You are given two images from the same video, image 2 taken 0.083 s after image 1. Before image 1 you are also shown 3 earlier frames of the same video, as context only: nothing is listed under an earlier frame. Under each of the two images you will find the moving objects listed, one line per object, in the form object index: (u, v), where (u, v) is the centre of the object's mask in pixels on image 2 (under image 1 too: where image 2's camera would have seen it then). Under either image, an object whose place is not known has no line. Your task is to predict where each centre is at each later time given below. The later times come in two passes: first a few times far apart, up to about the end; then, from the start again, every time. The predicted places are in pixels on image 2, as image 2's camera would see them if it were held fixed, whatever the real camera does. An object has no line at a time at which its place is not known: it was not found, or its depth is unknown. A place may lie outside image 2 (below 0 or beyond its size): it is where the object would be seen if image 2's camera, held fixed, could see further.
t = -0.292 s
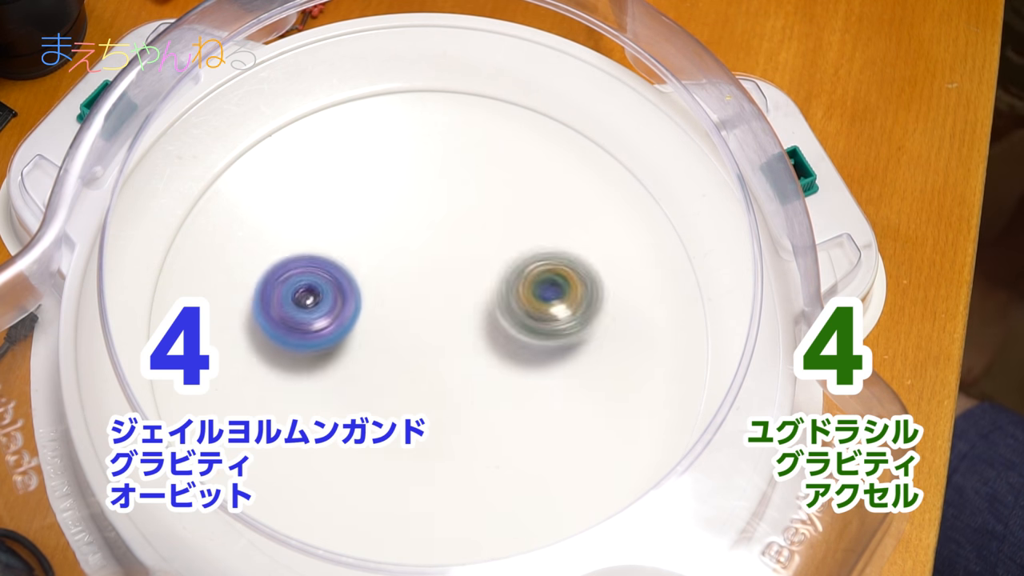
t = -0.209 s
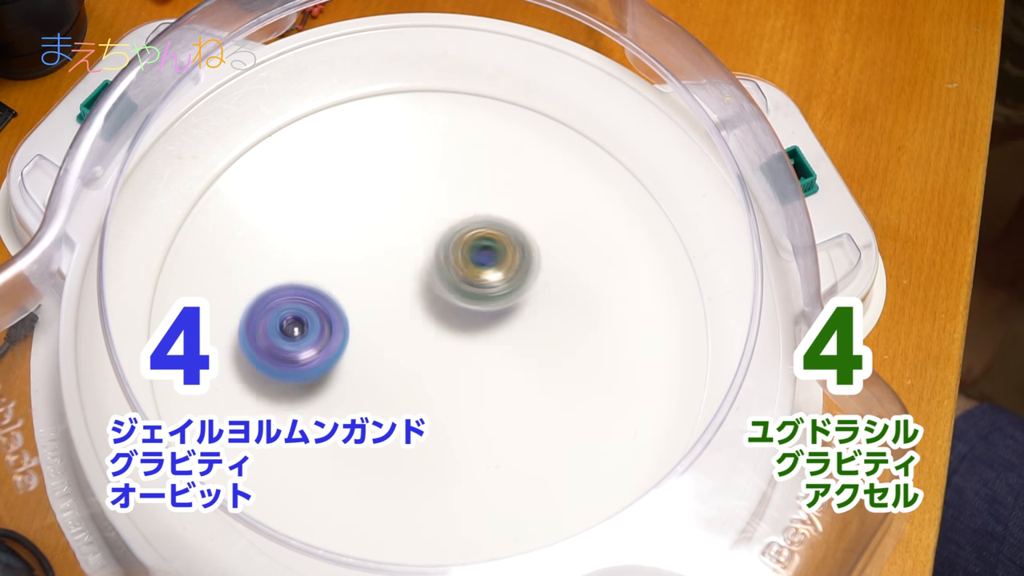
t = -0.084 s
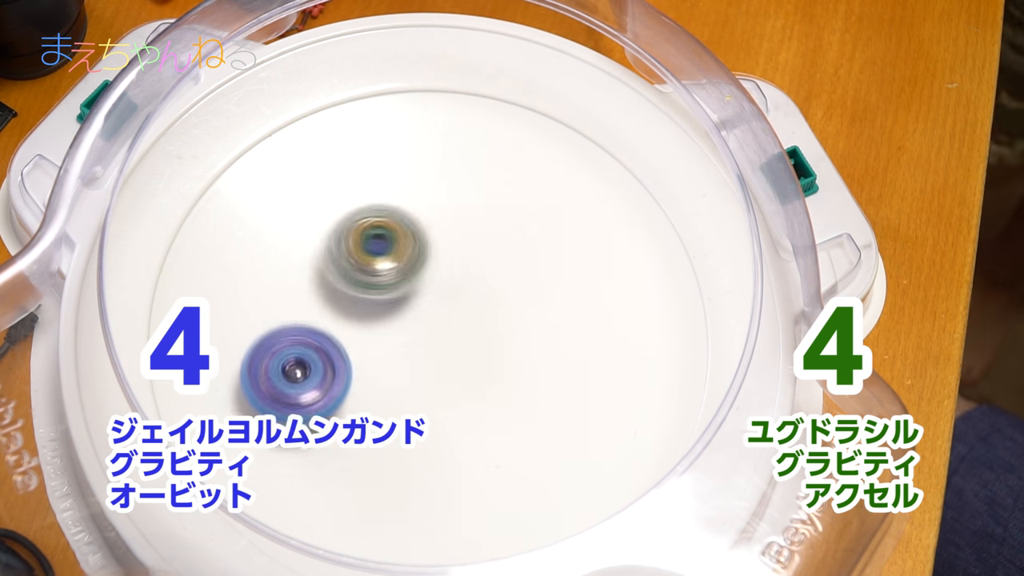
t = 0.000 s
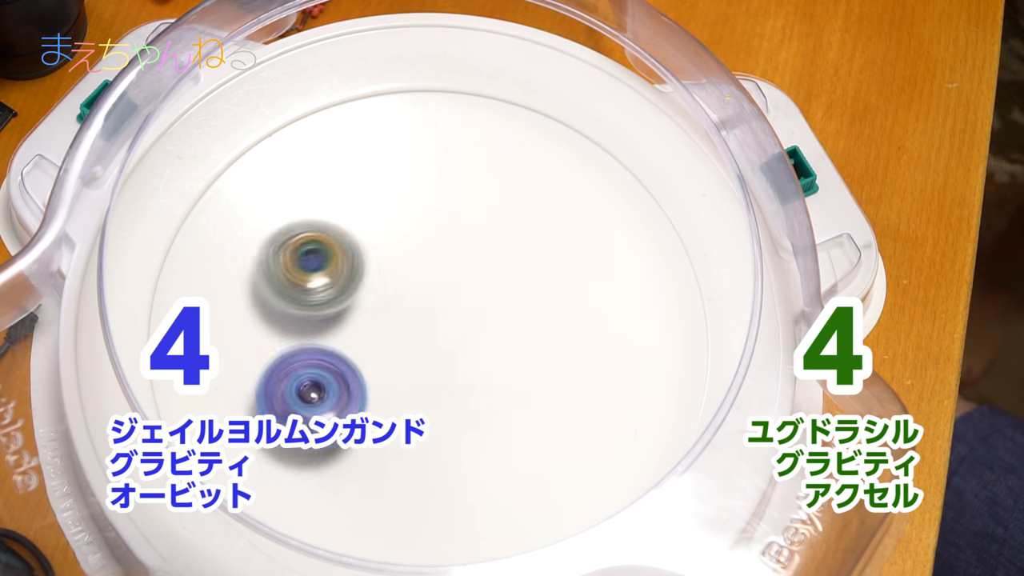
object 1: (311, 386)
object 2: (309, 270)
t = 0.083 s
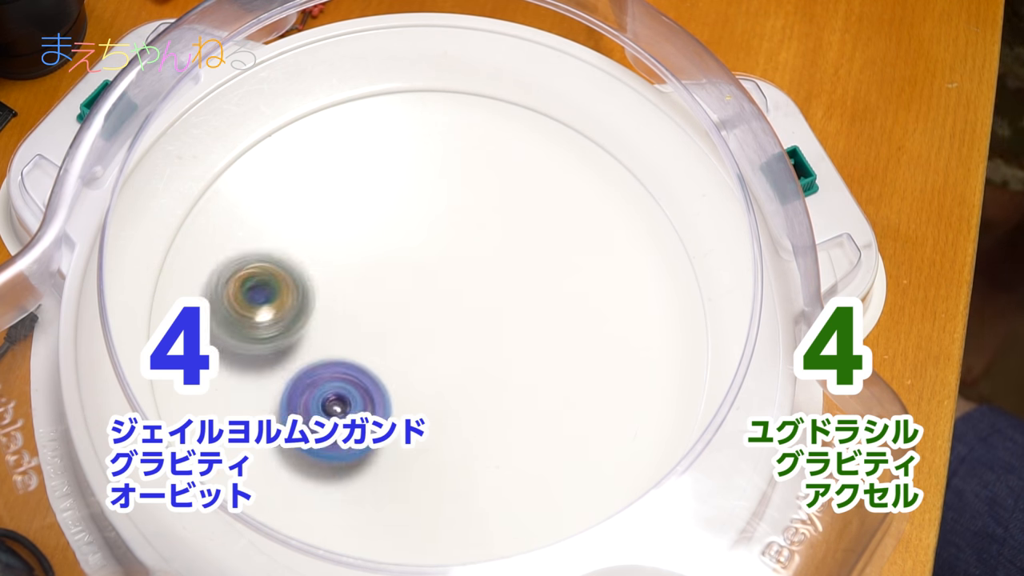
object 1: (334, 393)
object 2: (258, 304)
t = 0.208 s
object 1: (378, 407)
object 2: (235, 378)
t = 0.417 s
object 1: (443, 384)
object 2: (340, 489)
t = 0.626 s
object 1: (484, 270)
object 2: (482, 443)
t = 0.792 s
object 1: (459, 191)
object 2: (524, 326)
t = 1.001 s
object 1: (330, 82)
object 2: (514, 311)
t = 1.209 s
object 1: (241, 118)
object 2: (465, 307)
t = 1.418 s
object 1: (294, 261)
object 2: (417, 376)
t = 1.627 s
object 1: (417, 317)
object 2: (506, 458)
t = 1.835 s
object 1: (509, 302)
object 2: (603, 418)
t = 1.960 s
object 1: (509, 249)
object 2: (602, 400)
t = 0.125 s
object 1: (349, 406)
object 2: (248, 326)
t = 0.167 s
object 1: (363, 409)
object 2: (242, 355)
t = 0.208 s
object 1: (378, 407)
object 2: (235, 378)
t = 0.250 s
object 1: (397, 406)
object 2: (234, 393)
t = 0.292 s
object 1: (411, 403)
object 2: (253, 416)
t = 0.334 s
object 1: (424, 397)
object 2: (281, 480)
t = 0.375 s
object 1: (434, 391)
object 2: (302, 486)
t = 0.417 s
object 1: (443, 384)
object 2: (340, 489)
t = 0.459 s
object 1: (451, 374)
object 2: (377, 488)
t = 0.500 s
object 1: (457, 361)
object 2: (415, 478)
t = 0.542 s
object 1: (468, 338)
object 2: (444, 466)
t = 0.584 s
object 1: (479, 302)
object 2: (463, 460)
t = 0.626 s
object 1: (484, 270)
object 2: (482, 443)
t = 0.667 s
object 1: (484, 243)
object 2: (502, 419)
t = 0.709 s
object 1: (477, 221)
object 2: (517, 389)
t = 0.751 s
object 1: (469, 204)
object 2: (523, 358)
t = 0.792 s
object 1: (459, 191)
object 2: (524, 326)
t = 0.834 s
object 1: (449, 183)
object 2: (517, 294)
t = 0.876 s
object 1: (437, 179)
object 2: (504, 265)
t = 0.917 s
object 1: (403, 140)
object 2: (511, 280)
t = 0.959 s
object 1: (363, 101)
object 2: (515, 299)
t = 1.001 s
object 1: (330, 82)
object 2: (514, 311)
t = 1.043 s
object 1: (300, 85)
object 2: (509, 315)
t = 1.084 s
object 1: (277, 88)
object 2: (502, 313)
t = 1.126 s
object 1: (259, 95)
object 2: (494, 309)
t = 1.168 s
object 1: (246, 105)
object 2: (481, 306)
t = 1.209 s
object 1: (241, 118)
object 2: (465, 307)
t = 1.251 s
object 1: (239, 135)
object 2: (449, 313)
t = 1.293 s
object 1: (242, 161)
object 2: (434, 326)
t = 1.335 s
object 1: (254, 195)
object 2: (423, 342)
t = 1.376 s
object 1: (271, 228)
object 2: (416, 361)
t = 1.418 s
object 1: (294, 261)
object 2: (417, 376)
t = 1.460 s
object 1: (320, 289)
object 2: (425, 390)
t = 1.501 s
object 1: (351, 315)
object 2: (437, 406)
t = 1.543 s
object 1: (378, 330)
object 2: (453, 422)
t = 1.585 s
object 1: (397, 322)
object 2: (479, 447)
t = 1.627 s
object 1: (417, 317)
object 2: (506, 458)
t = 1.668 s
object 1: (440, 313)
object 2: (530, 462)
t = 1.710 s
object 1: (459, 310)
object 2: (555, 460)
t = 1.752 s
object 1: (478, 308)
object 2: (576, 452)
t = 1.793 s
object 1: (496, 306)
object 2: (593, 437)
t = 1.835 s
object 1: (509, 302)
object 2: (603, 418)
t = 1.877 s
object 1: (520, 298)
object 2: (603, 396)
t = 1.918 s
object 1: (527, 291)
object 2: (596, 377)
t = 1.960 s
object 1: (509, 249)
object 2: (602, 400)
